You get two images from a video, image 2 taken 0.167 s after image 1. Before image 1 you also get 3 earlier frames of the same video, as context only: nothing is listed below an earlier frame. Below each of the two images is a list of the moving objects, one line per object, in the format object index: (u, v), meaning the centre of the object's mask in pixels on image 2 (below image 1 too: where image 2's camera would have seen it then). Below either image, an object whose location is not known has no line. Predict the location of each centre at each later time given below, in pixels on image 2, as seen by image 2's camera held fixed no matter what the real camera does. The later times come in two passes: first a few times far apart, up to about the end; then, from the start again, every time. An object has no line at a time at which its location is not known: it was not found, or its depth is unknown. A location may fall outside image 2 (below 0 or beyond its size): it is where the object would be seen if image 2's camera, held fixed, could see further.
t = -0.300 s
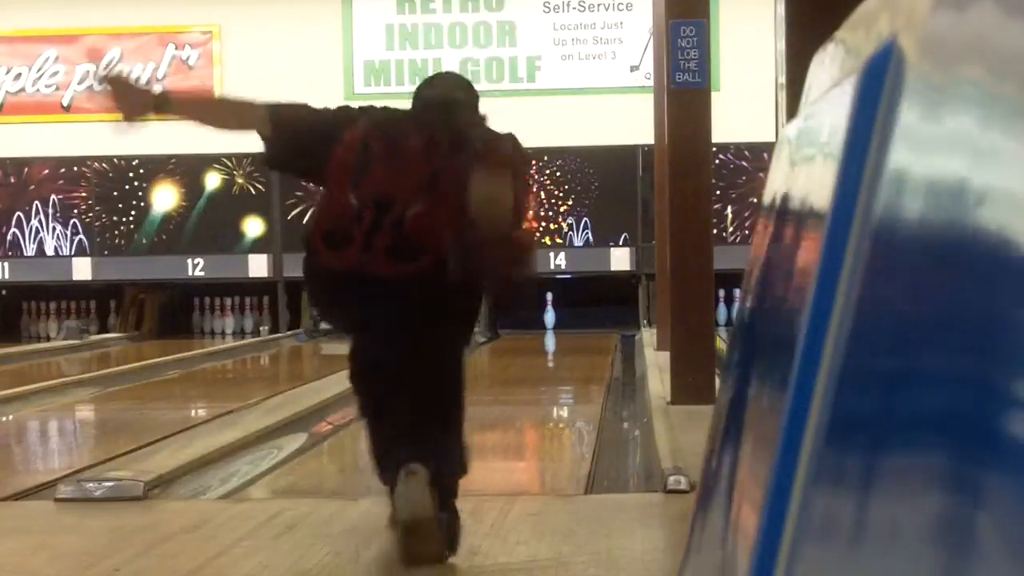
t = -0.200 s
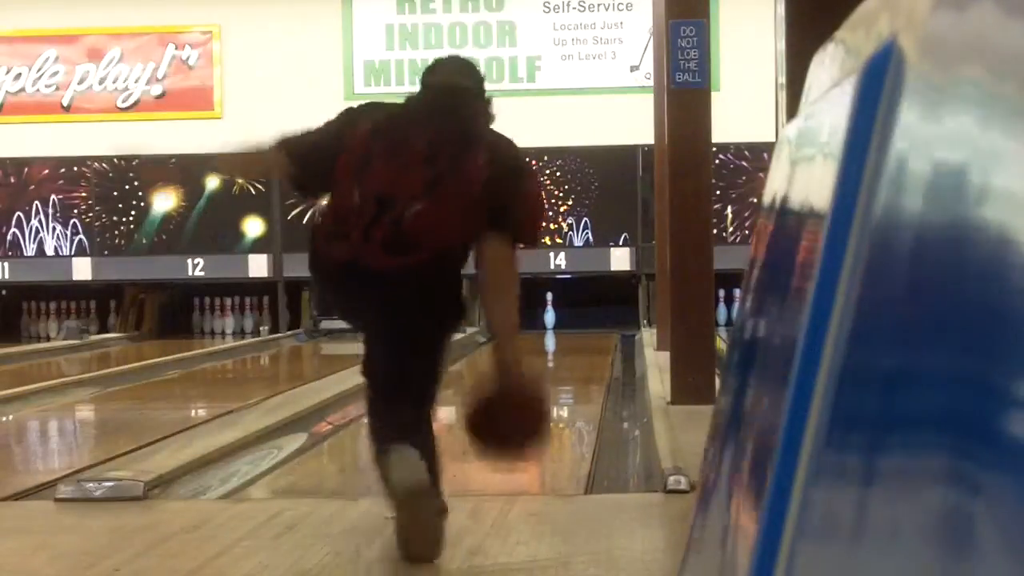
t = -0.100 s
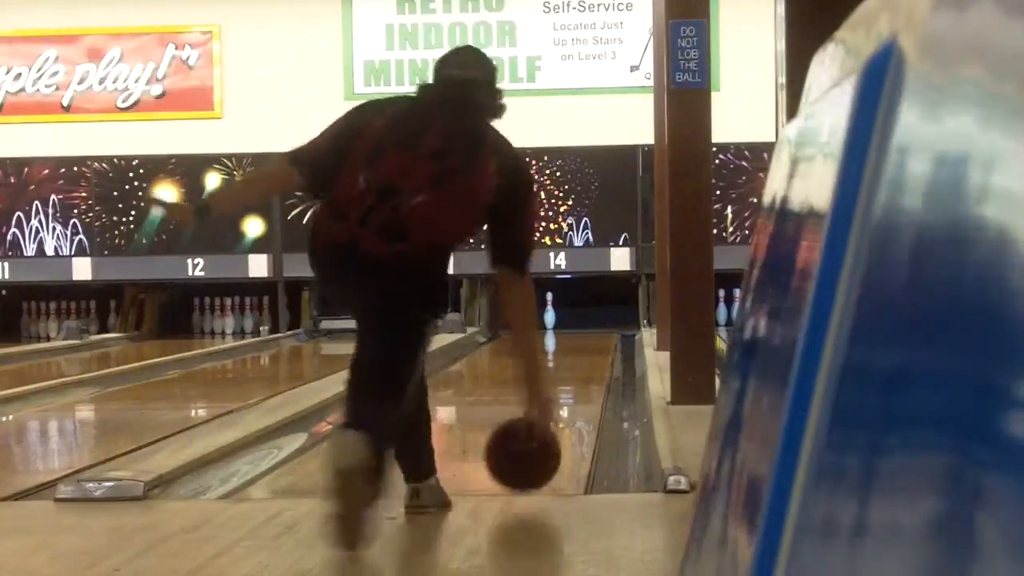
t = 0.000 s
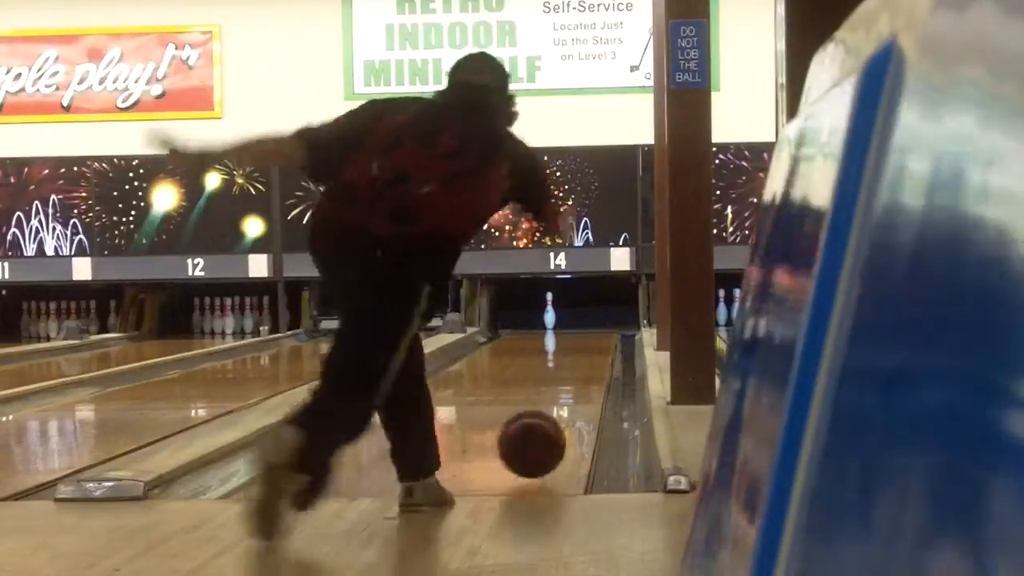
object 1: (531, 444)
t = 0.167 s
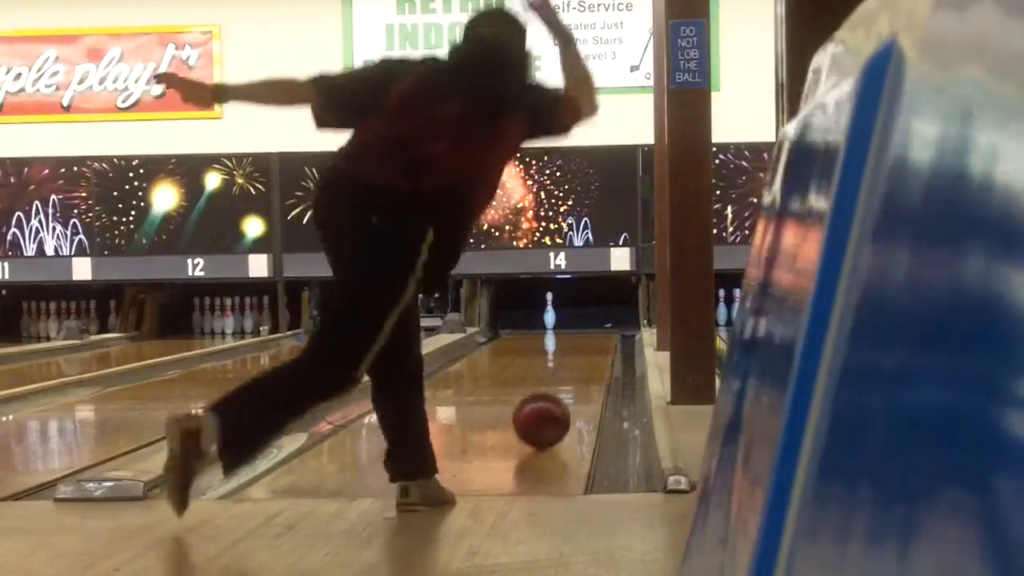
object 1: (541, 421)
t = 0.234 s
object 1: (544, 411)
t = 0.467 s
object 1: (552, 386)
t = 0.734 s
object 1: (557, 368)
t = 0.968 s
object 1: (558, 357)
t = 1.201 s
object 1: (559, 345)
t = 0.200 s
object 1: (543, 416)
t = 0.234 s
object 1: (544, 411)
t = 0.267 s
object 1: (546, 408)
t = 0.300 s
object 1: (547, 403)
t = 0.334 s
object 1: (548, 399)
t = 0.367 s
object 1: (549, 396)
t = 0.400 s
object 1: (550, 393)
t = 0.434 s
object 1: (551, 389)
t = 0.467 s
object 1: (552, 386)
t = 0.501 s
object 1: (553, 384)
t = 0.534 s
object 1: (553, 381)
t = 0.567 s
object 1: (554, 379)
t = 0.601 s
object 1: (554, 377)
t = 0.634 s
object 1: (555, 375)
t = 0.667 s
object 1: (556, 373)
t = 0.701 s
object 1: (556, 370)
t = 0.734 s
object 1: (557, 368)
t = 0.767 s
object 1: (557, 366)
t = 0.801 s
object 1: (557, 365)
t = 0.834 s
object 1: (557, 362)
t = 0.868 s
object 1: (558, 362)
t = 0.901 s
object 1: (558, 360)
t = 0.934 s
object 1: (558, 358)
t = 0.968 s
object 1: (558, 357)
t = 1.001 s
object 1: (558, 355)
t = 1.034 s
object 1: (559, 354)
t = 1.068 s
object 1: (559, 351)
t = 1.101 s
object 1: (559, 349)
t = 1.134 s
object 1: (558, 348)
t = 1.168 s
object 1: (559, 346)
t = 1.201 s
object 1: (559, 345)
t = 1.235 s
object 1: (558, 344)
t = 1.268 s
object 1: (559, 343)
